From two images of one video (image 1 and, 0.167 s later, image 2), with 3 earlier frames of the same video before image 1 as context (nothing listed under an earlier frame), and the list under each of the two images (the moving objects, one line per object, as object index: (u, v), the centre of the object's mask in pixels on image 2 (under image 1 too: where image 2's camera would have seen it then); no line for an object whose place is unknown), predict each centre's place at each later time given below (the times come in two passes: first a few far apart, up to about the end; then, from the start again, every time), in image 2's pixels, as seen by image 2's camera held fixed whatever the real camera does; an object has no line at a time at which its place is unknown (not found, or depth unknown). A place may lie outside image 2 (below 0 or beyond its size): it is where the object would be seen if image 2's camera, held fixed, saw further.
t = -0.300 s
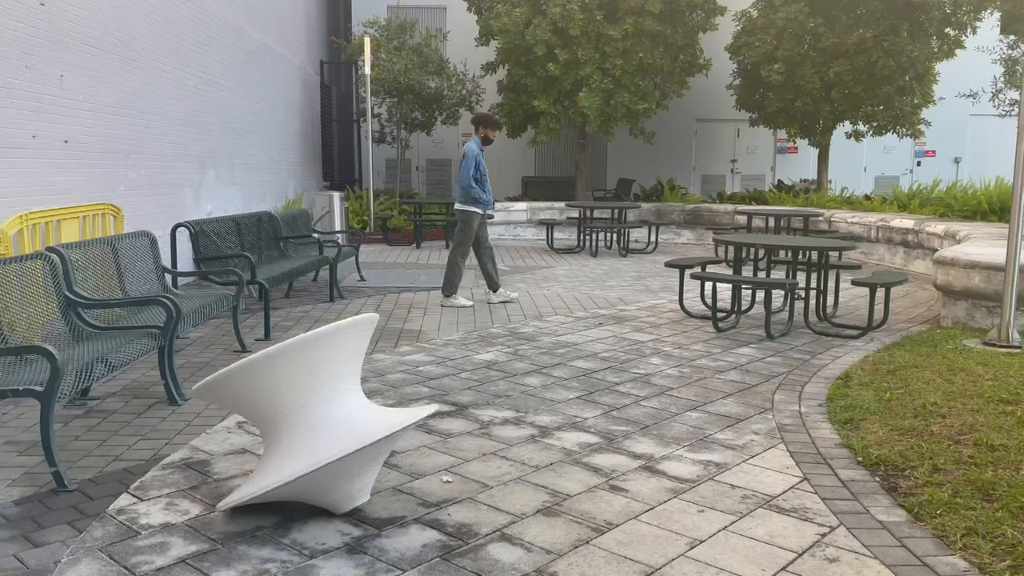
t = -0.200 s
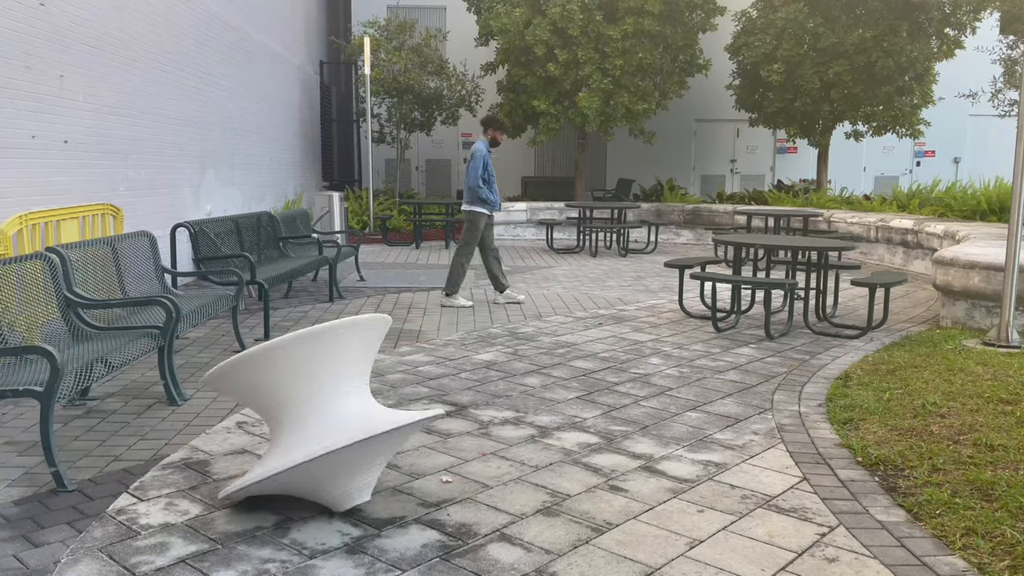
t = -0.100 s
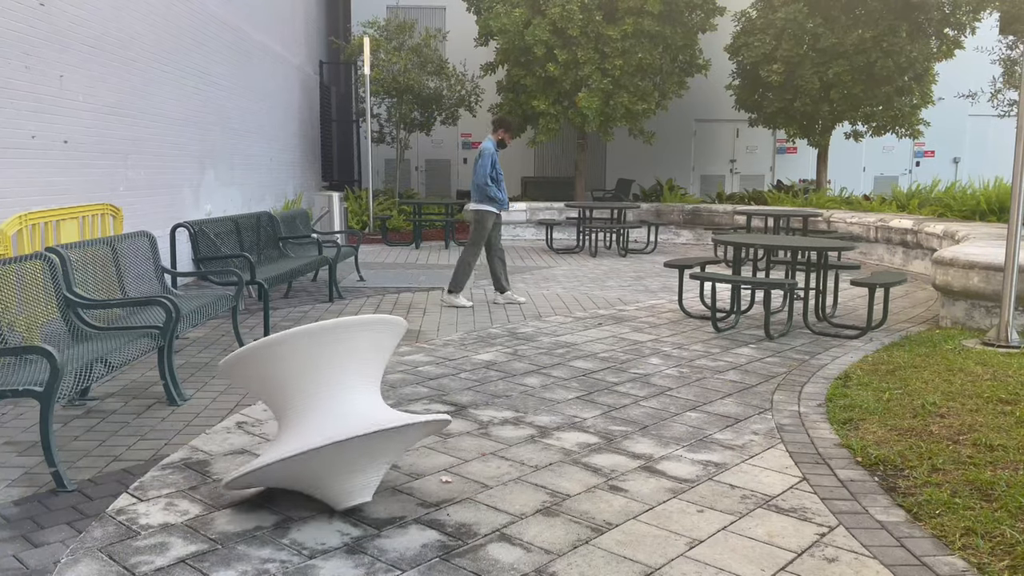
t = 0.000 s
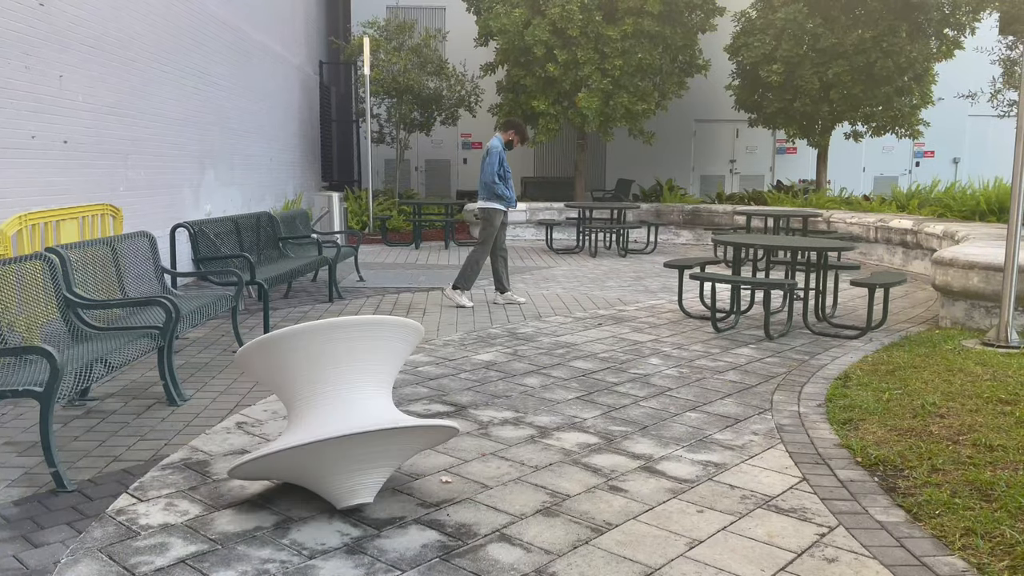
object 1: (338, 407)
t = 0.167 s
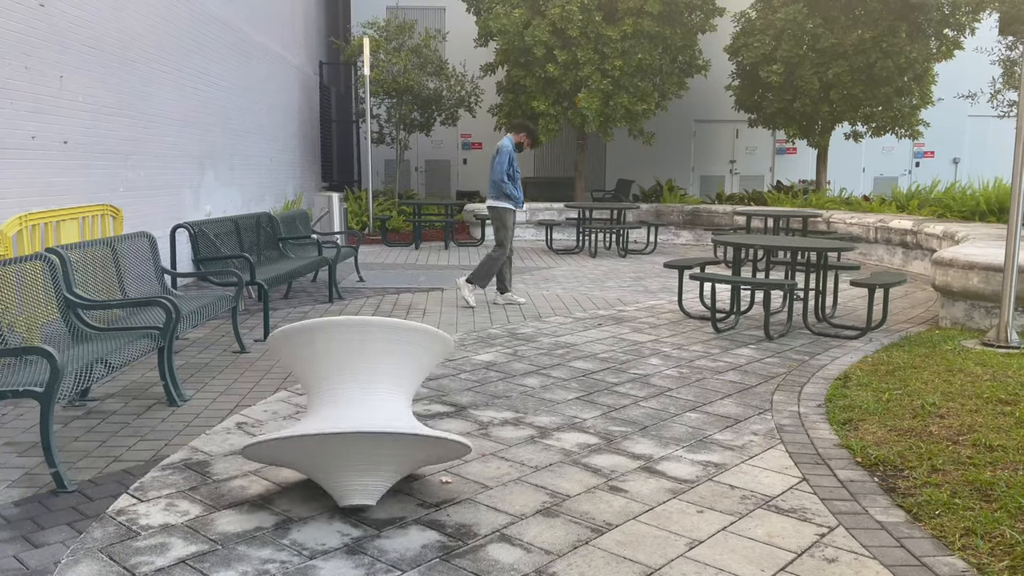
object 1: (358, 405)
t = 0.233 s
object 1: (366, 406)
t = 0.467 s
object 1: (390, 412)
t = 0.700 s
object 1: (401, 425)
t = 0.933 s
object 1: (402, 432)
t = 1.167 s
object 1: (388, 441)
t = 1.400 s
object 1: (366, 447)
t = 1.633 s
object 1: (343, 448)
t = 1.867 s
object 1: (322, 445)
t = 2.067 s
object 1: (309, 441)
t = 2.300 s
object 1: (302, 434)
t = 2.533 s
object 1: (304, 430)
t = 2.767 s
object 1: (311, 420)
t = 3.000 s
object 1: (324, 410)
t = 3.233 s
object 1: (343, 406)
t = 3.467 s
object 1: (364, 405)
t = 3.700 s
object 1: (384, 409)
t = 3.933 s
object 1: (397, 418)
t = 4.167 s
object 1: (403, 426)
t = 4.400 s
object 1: (403, 431)
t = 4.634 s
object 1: (395, 438)
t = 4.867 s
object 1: (381, 443)
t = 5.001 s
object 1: (372, 446)
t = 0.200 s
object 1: (362, 405)
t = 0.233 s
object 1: (366, 406)
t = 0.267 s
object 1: (370, 406)
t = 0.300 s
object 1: (374, 407)
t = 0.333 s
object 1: (378, 408)
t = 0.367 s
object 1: (381, 408)
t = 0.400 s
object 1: (384, 409)
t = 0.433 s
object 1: (387, 410)
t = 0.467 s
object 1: (390, 412)
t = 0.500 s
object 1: (393, 413)
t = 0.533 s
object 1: (395, 415)
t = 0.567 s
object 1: (397, 417)
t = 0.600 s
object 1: (398, 420)
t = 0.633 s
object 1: (399, 422)
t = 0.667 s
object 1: (400, 425)
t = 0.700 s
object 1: (401, 425)
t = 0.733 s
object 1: (403, 425)
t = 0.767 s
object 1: (403, 426)
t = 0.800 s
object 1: (404, 427)
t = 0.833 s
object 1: (404, 428)
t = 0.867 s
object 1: (404, 429)
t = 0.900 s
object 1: (403, 431)
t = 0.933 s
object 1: (402, 432)
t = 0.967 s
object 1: (401, 434)
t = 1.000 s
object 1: (399, 435)
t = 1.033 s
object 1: (398, 436)
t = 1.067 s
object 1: (396, 438)
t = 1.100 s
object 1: (394, 439)
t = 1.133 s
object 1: (391, 440)
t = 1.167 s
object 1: (388, 441)
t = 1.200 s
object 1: (385, 442)
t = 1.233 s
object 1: (382, 443)
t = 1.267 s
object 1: (379, 444)
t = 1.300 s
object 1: (376, 445)
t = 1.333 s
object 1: (373, 446)
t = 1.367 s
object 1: (369, 446)
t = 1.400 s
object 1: (366, 447)
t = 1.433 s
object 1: (363, 447)
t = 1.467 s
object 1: (359, 447)
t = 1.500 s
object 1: (356, 448)
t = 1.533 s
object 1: (353, 448)
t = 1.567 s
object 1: (349, 448)
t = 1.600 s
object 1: (346, 448)
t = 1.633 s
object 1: (343, 448)
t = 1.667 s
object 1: (339, 448)
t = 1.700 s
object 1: (336, 447)
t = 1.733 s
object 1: (333, 447)
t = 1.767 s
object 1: (330, 447)
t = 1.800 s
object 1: (327, 446)
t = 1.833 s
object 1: (325, 446)
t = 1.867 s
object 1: (322, 445)
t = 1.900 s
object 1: (319, 445)
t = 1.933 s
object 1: (317, 444)
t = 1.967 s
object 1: (314, 443)
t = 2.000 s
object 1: (312, 443)
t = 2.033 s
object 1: (311, 442)
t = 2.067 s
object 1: (309, 441)
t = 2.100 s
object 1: (307, 440)
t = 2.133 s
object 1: (306, 439)
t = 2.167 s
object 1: (305, 438)
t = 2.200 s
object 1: (304, 437)
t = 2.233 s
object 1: (303, 436)
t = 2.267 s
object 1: (302, 435)
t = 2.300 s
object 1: (302, 434)
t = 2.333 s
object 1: (301, 433)
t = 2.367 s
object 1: (301, 433)
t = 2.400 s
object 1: (302, 432)
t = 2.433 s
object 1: (302, 431)
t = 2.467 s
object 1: (302, 431)
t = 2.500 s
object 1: (303, 430)
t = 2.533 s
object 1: (304, 430)
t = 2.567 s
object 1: (305, 429)
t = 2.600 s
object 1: (306, 429)
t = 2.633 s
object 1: (307, 427)
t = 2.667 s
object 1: (307, 425)
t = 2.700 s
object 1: (309, 423)
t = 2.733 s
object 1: (309, 422)
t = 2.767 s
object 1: (311, 420)
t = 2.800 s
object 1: (312, 418)
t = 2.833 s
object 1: (313, 417)
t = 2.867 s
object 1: (315, 415)
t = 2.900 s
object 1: (317, 414)
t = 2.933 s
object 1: (319, 413)
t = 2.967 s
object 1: (322, 411)
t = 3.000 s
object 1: (324, 410)
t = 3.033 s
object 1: (327, 409)
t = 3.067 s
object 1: (329, 409)
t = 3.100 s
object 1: (332, 408)
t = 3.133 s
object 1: (335, 407)
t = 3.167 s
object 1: (338, 407)
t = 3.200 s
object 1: (341, 407)
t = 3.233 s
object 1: (343, 406)
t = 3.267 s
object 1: (346, 406)
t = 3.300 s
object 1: (349, 406)
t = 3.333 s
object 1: (352, 406)
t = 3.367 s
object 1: (355, 405)
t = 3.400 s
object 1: (359, 405)
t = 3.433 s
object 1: (361, 405)
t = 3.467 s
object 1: (364, 405)
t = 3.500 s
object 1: (368, 406)
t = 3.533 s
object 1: (370, 406)
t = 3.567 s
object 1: (374, 406)
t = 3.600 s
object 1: (376, 407)
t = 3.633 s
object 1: (379, 407)
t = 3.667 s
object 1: (382, 408)
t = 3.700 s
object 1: (384, 409)
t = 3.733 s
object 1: (387, 410)
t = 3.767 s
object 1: (389, 411)
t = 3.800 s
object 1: (391, 412)
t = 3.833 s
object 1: (393, 413)
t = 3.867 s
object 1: (394, 414)
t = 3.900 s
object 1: (396, 416)
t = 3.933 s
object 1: (397, 418)
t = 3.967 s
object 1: (398, 420)
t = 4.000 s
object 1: (399, 421)
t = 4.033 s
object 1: (399, 423)
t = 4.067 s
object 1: (400, 425)
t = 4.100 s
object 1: (401, 425)
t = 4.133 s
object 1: (402, 425)
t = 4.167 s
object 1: (403, 426)
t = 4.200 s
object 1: (404, 426)
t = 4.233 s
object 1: (404, 427)
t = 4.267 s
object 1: (404, 427)
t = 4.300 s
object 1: (404, 428)
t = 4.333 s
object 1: (404, 429)
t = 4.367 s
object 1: (404, 430)
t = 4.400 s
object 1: (403, 431)
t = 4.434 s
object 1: (403, 432)
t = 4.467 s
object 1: (402, 433)
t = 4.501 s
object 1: (400, 434)
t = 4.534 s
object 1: (399, 435)
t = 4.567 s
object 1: (398, 436)
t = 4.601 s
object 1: (396, 437)
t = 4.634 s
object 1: (395, 438)
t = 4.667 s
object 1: (393, 439)
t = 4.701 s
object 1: (391, 440)
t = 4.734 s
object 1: (389, 441)
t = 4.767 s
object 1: (387, 441)
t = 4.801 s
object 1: (385, 442)
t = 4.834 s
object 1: (383, 443)
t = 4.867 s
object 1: (381, 443)
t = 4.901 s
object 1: (379, 444)
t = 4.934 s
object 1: (377, 445)
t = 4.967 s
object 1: (374, 445)
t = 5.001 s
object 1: (372, 446)
